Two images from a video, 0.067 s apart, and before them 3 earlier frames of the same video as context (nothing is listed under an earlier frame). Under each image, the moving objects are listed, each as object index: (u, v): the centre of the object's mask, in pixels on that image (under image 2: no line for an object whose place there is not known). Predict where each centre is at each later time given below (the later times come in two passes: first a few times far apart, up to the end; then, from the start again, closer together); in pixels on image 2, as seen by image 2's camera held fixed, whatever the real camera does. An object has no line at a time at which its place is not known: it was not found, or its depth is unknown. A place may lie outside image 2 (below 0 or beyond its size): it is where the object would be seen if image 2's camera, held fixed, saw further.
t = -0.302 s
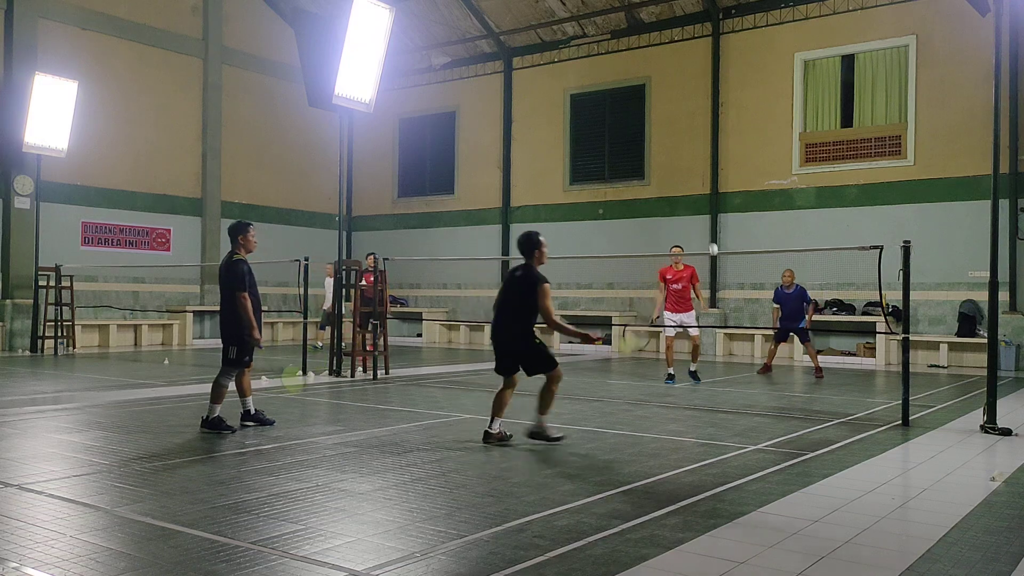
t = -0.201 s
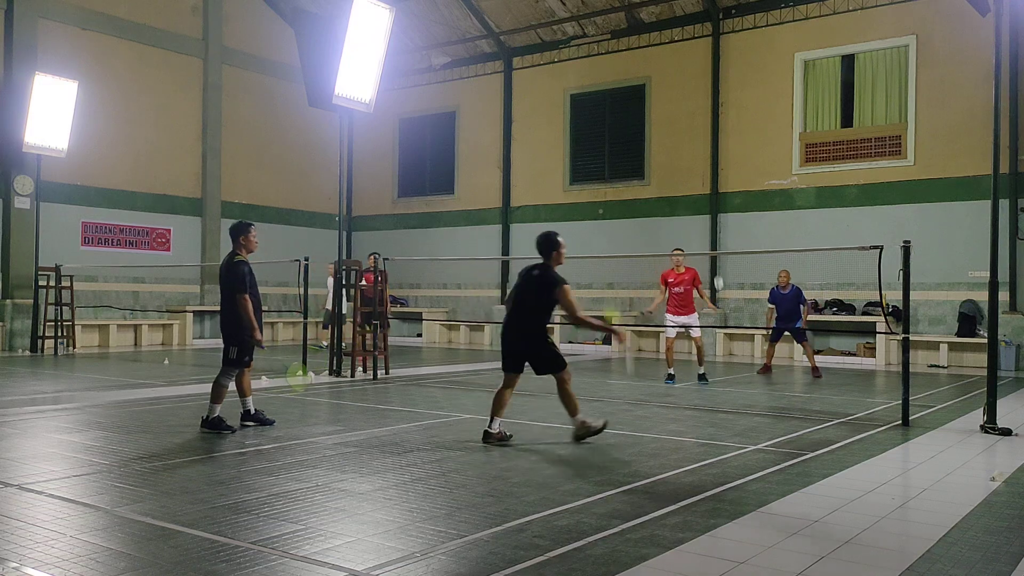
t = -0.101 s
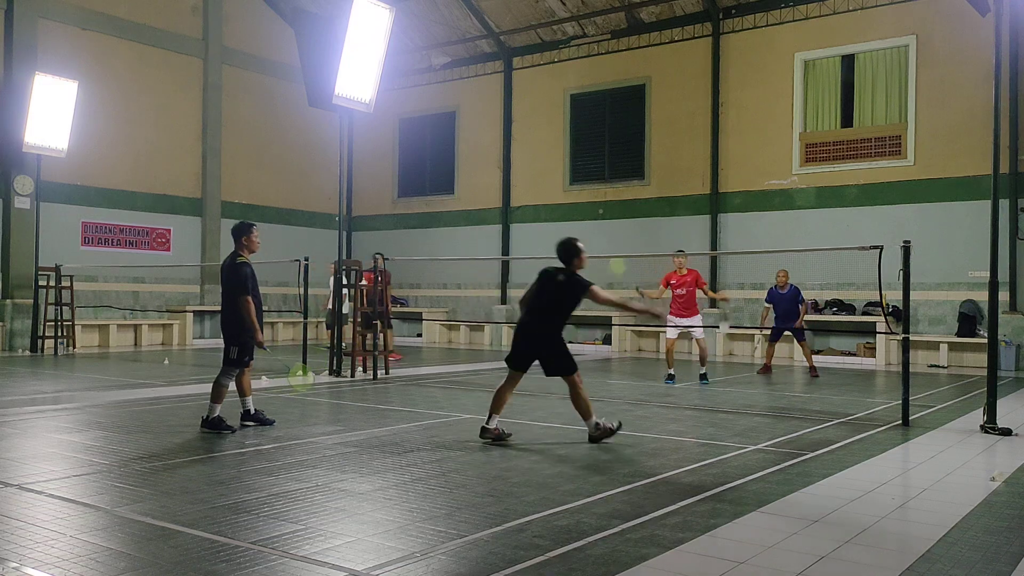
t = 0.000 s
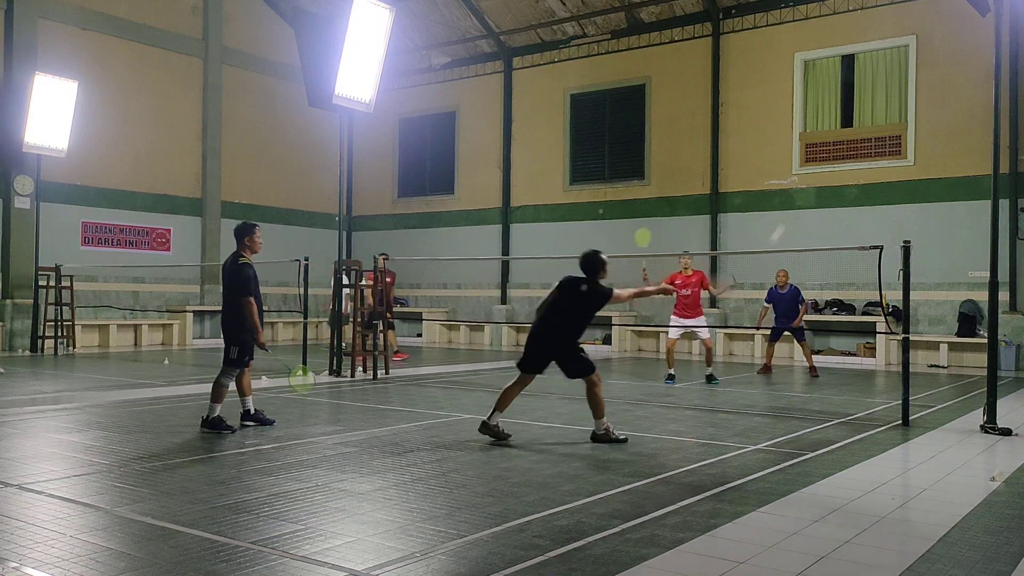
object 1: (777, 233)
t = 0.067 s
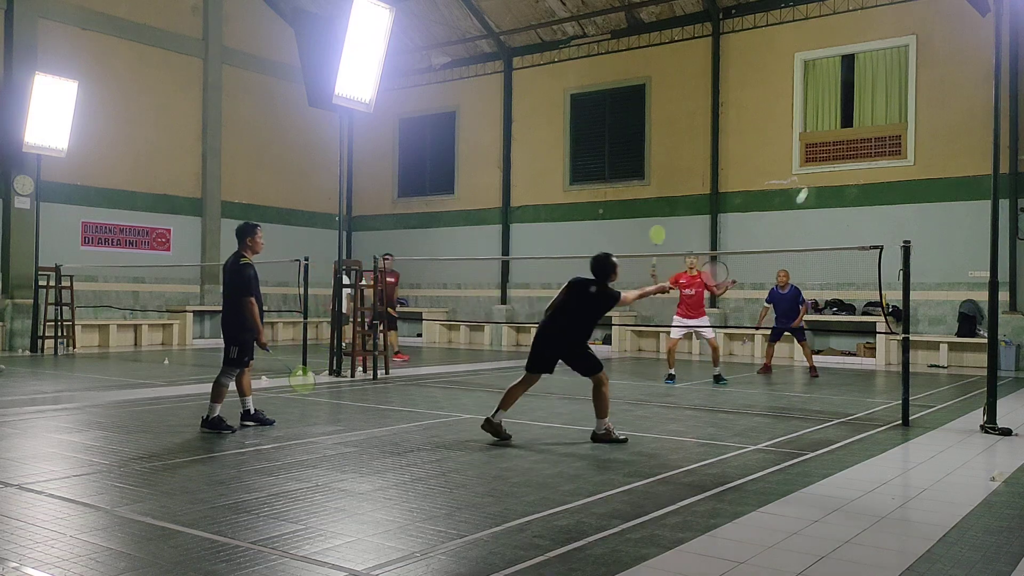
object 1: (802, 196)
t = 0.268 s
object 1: (846, 144)
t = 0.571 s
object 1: (885, 156)
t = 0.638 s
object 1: (891, 168)
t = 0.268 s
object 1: (846, 144)
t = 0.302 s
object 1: (852, 142)
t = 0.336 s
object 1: (857, 140)
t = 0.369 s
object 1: (861, 140)
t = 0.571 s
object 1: (885, 156)
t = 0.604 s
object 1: (888, 161)
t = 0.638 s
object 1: (891, 168)
